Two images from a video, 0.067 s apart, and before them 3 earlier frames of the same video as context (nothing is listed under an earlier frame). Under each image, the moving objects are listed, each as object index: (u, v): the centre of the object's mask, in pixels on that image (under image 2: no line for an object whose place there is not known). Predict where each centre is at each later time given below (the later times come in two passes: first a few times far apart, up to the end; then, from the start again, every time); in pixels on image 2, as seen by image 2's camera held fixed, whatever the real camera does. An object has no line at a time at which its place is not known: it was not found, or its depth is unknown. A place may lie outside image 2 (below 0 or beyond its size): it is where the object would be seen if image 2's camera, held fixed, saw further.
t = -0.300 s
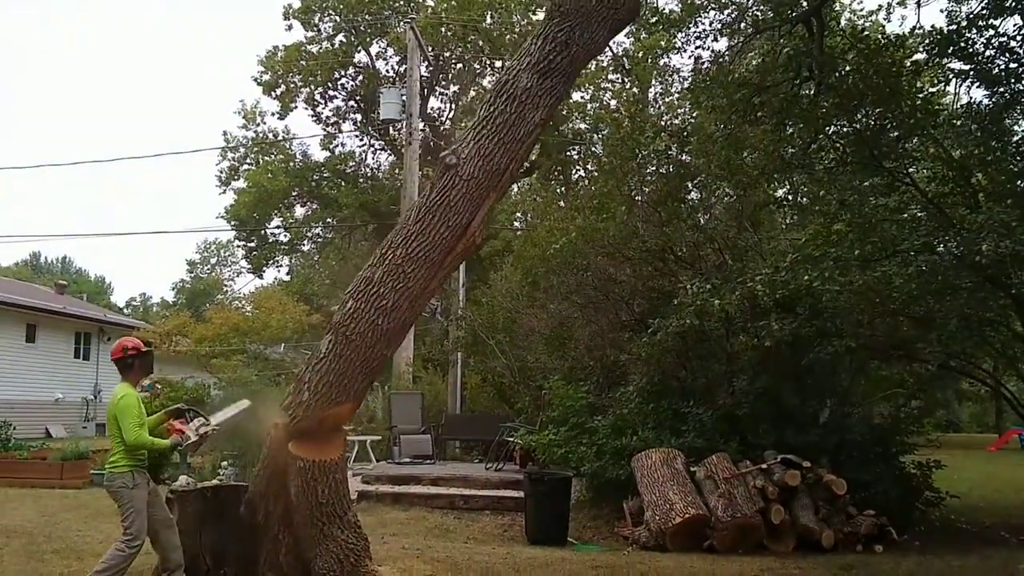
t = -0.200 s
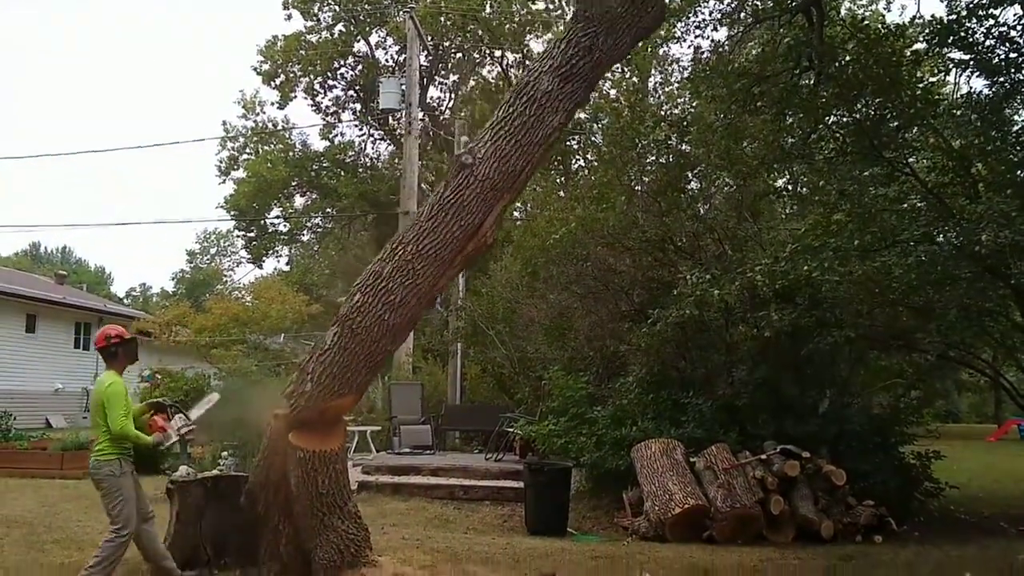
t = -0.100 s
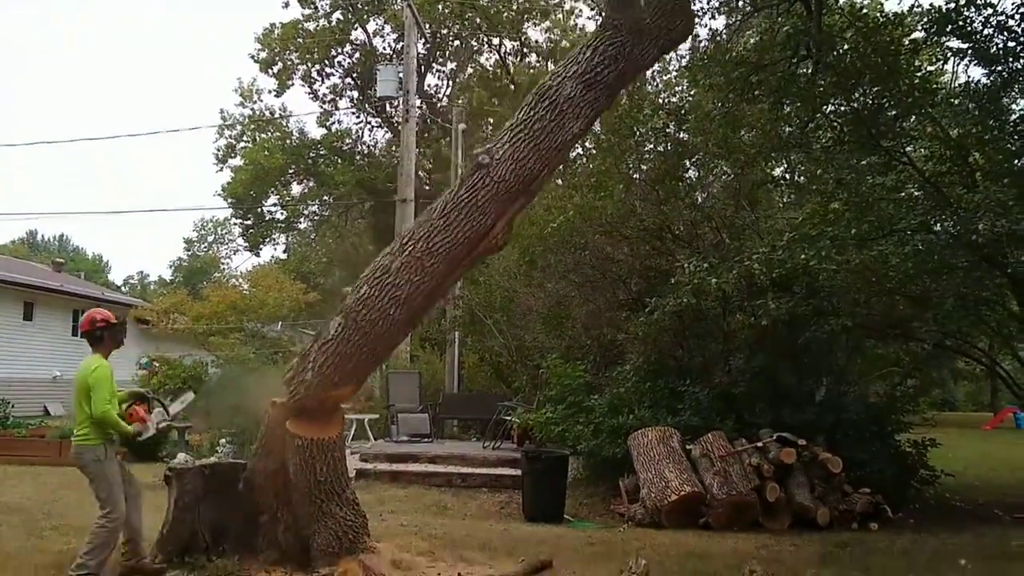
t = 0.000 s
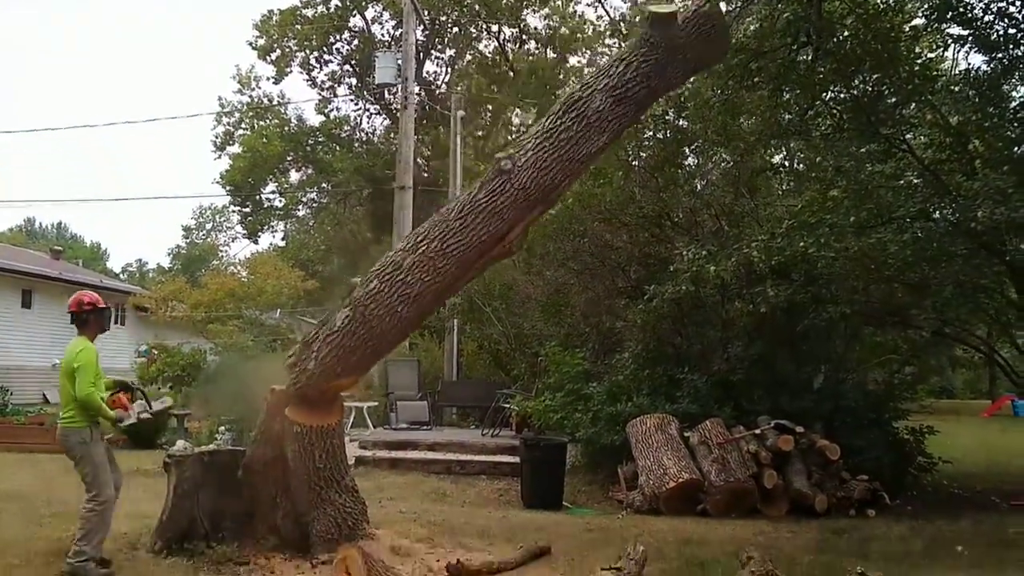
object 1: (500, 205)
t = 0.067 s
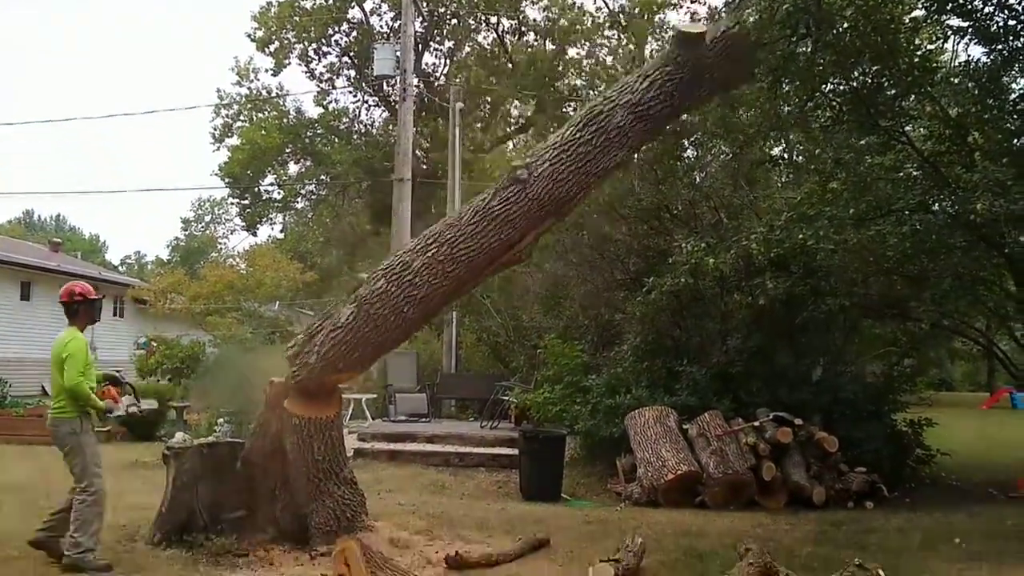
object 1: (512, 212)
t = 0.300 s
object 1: (569, 291)
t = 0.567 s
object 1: (595, 464)
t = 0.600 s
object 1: (574, 472)
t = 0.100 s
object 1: (520, 221)
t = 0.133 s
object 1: (528, 229)
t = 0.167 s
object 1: (536, 239)
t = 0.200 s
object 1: (543, 250)
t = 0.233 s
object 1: (552, 262)
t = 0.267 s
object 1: (562, 275)
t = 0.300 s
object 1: (569, 291)
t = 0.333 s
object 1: (575, 306)
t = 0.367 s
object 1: (577, 324)
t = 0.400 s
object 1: (594, 343)
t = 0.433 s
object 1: (601, 365)
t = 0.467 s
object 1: (615, 385)
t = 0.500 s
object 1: (590, 414)
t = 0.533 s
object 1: (609, 441)
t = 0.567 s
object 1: (595, 464)
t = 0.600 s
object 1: (574, 472)
